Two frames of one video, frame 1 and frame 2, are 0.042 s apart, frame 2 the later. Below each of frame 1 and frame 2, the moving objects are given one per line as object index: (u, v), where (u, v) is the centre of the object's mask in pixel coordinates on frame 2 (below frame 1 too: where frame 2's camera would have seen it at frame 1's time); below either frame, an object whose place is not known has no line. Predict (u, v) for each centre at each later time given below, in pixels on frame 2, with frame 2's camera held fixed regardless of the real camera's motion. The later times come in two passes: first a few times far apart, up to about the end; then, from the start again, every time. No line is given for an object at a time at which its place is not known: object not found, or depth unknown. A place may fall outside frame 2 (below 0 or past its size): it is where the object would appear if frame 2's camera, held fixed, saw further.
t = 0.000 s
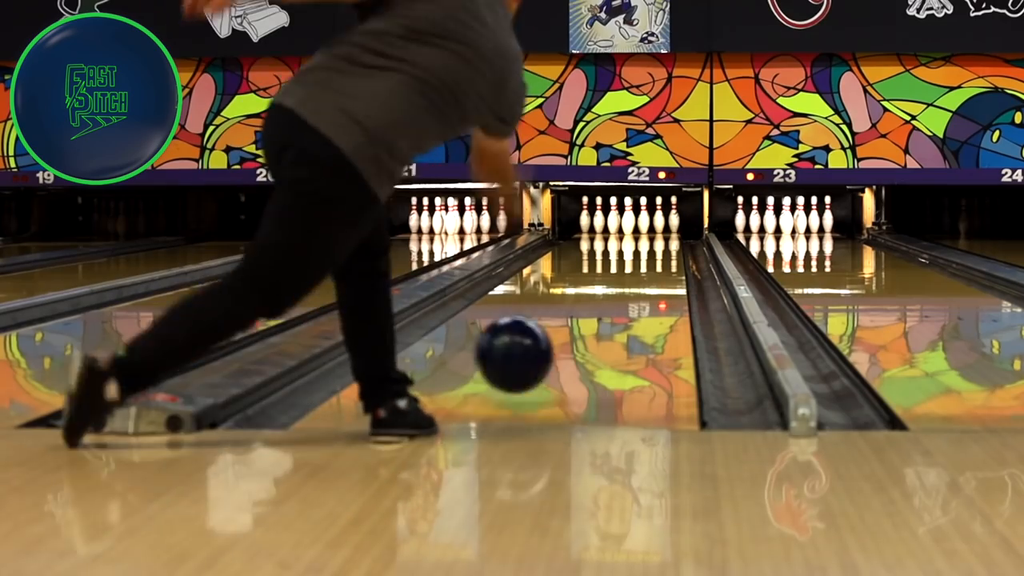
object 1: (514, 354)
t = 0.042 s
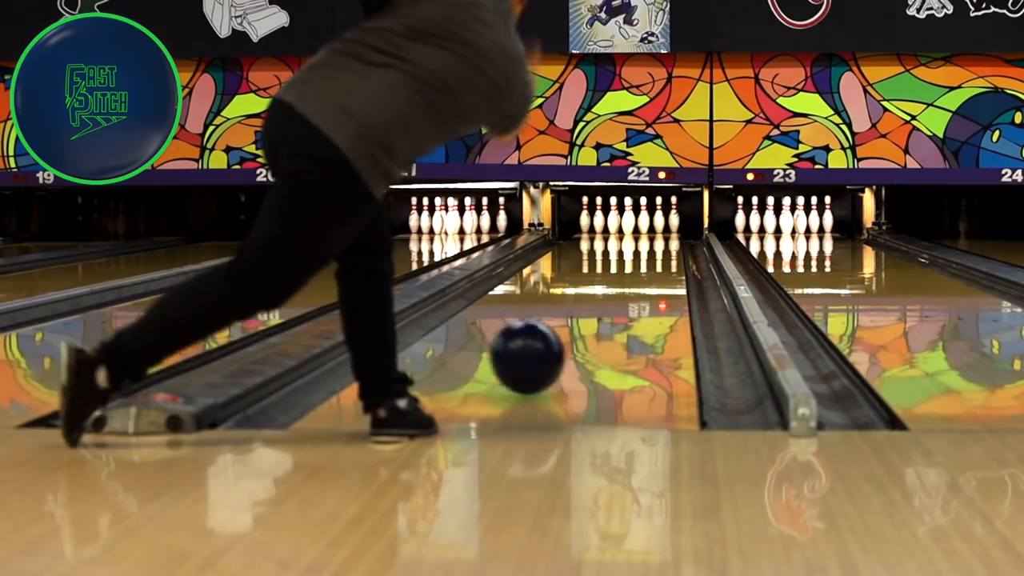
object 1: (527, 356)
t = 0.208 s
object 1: (569, 331)
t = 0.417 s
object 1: (606, 306)
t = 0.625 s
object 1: (631, 287)
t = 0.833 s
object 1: (650, 273)
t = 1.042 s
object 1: (663, 262)
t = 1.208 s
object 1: (671, 254)
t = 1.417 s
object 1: (676, 247)
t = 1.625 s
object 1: (678, 241)
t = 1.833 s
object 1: (677, 236)
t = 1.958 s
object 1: (676, 233)
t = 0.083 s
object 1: (539, 350)
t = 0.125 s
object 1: (550, 344)
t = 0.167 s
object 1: (560, 337)
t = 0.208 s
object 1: (569, 331)
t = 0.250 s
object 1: (577, 325)
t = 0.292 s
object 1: (586, 320)
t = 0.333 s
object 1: (593, 315)
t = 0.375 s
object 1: (599, 310)
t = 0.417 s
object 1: (606, 306)
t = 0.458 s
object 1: (612, 301)
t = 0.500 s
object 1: (617, 297)
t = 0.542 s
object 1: (622, 294)
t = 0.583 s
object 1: (627, 291)
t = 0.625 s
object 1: (631, 287)
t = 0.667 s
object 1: (635, 284)
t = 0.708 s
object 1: (639, 281)
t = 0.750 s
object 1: (643, 279)
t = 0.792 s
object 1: (647, 276)
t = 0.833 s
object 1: (650, 273)
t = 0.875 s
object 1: (653, 271)
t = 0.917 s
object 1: (656, 269)
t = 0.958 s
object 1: (659, 266)
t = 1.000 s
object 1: (661, 264)
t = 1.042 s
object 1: (663, 262)
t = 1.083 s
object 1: (665, 260)
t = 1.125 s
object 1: (666, 258)
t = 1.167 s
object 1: (669, 256)
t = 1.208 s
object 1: (671, 254)
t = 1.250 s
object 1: (672, 253)
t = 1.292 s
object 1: (673, 252)
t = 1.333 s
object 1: (674, 250)
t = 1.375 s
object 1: (675, 249)
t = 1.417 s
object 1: (676, 247)
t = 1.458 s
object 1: (677, 246)
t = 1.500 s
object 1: (677, 245)
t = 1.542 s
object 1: (678, 243)
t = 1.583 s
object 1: (678, 242)
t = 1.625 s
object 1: (678, 241)
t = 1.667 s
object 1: (679, 240)
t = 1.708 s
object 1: (679, 239)
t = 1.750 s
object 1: (678, 238)
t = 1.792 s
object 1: (678, 237)
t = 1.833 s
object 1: (677, 236)
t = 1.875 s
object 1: (677, 235)
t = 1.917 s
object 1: (676, 234)
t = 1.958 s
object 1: (676, 233)
